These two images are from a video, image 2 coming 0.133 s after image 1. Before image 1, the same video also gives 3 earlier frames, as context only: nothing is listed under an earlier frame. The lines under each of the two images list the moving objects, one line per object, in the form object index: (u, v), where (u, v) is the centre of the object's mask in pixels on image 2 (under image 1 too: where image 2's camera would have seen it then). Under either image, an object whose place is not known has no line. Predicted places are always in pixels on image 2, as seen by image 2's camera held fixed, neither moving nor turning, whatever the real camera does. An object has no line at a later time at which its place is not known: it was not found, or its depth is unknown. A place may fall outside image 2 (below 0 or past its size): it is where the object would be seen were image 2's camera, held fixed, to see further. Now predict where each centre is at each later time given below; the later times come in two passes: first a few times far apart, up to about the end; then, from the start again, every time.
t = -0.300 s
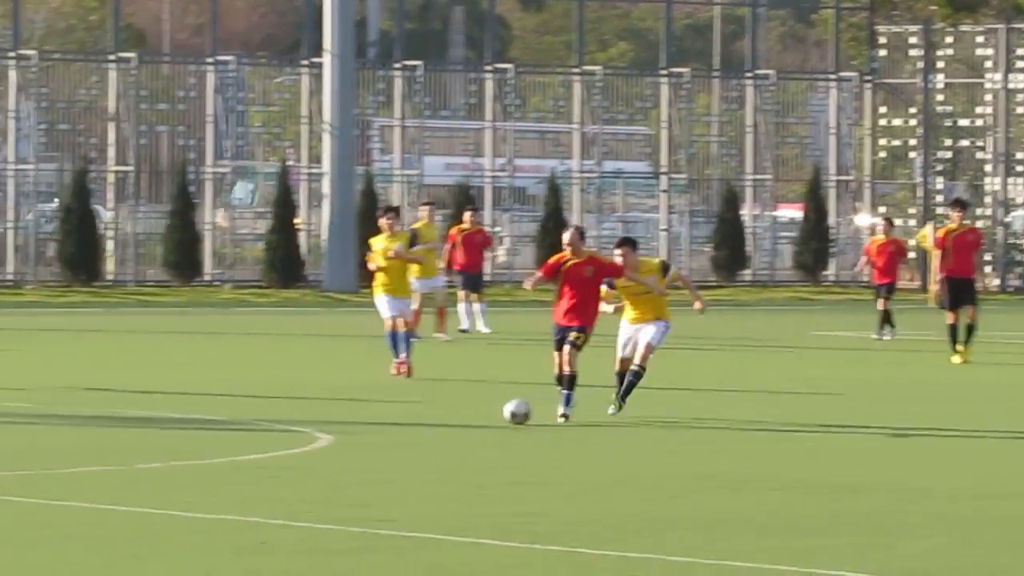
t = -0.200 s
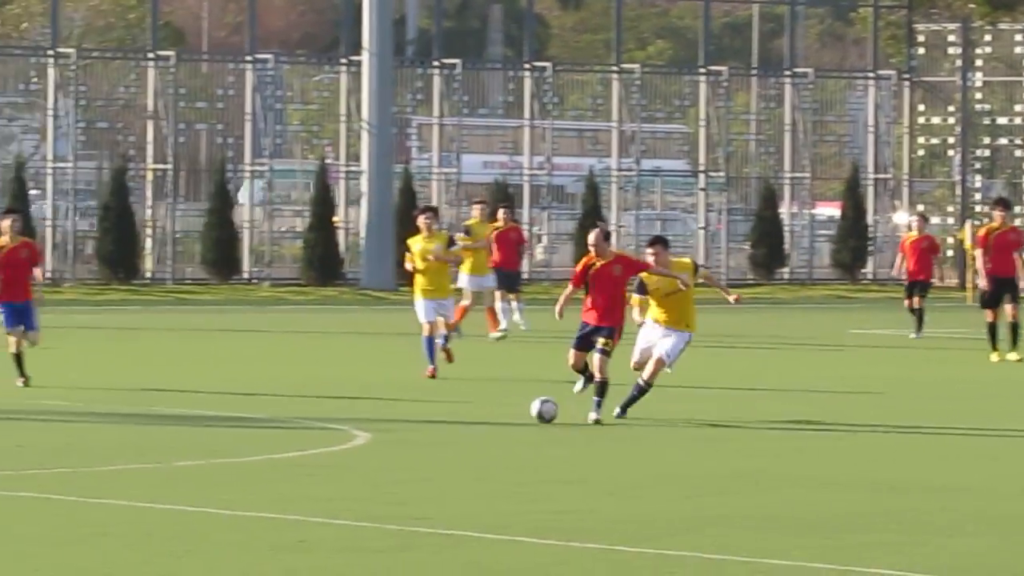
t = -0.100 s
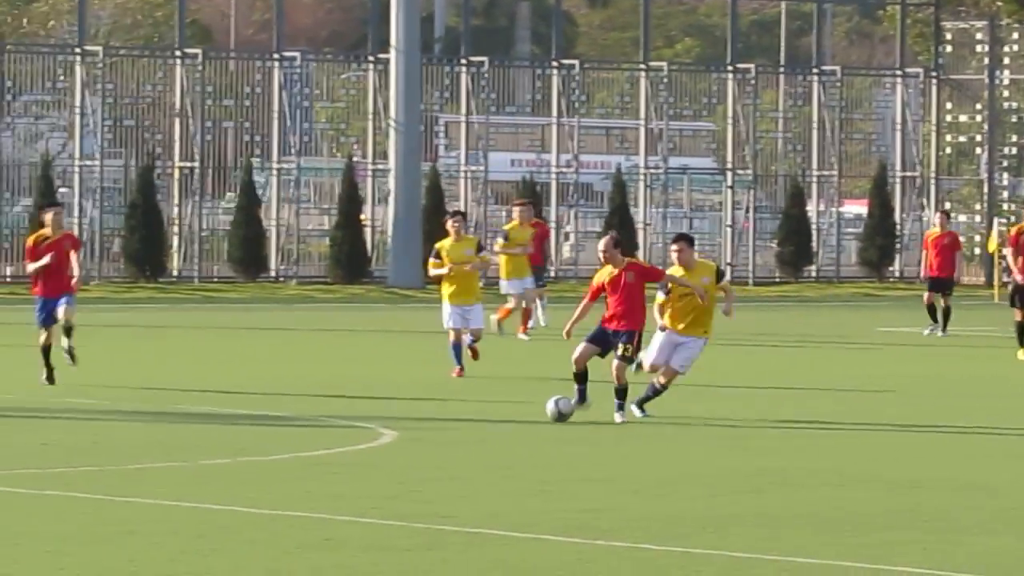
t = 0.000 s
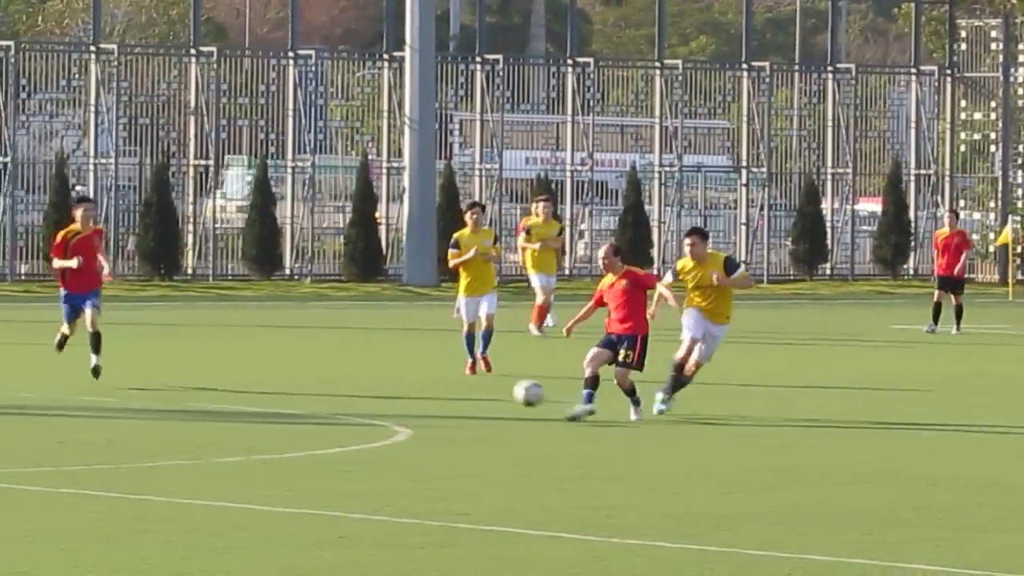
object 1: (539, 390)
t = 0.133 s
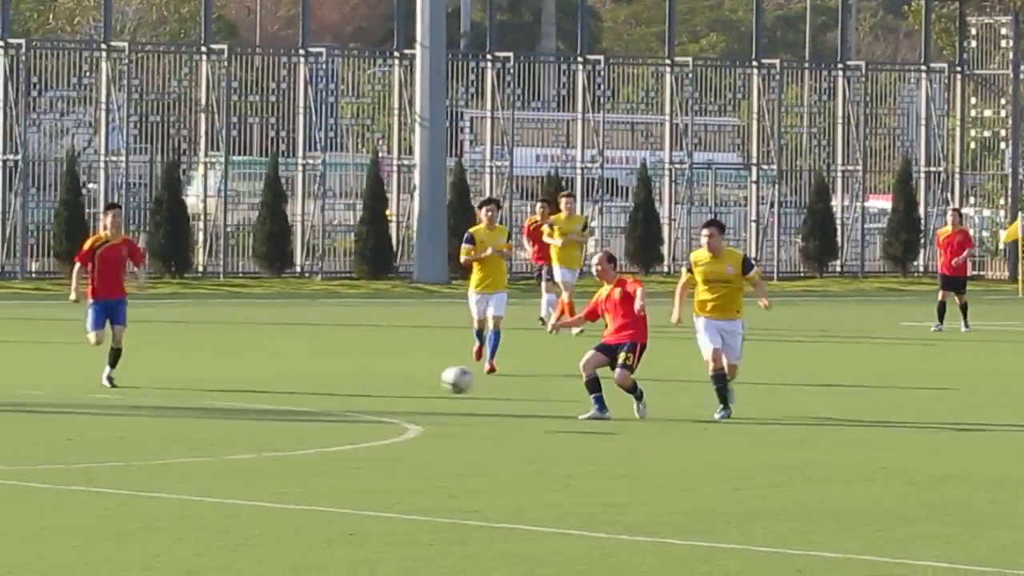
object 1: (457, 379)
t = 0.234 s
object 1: (394, 387)
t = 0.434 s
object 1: (264, 425)
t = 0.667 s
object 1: (131, 413)
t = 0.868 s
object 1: (10, 451)
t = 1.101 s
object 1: (-108, 454)
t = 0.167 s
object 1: (436, 381)
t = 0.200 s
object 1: (415, 383)
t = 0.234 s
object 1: (394, 387)
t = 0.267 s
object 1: (372, 392)
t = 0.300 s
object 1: (350, 400)
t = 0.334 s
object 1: (329, 408)
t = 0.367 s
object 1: (306, 419)
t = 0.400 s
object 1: (282, 431)
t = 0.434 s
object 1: (264, 425)
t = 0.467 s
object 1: (246, 419)
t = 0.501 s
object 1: (228, 414)
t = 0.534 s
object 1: (209, 410)
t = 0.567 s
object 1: (189, 409)
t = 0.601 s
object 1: (170, 409)
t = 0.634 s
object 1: (150, 410)
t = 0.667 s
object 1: (131, 413)
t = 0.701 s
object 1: (110, 418)
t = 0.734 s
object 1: (89, 425)
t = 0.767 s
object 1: (69, 434)
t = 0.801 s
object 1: (47, 445)
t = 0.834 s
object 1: (27, 456)
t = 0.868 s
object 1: (10, 451)
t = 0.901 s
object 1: (-7, 446)
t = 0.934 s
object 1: (-22, 443)
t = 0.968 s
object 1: (-39, 441)
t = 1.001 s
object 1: (-55, 441)
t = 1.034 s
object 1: (-73, 444)
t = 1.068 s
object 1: (-90, 448)
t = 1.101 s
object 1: (-108, 454)
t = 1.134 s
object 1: (-126, 463)
